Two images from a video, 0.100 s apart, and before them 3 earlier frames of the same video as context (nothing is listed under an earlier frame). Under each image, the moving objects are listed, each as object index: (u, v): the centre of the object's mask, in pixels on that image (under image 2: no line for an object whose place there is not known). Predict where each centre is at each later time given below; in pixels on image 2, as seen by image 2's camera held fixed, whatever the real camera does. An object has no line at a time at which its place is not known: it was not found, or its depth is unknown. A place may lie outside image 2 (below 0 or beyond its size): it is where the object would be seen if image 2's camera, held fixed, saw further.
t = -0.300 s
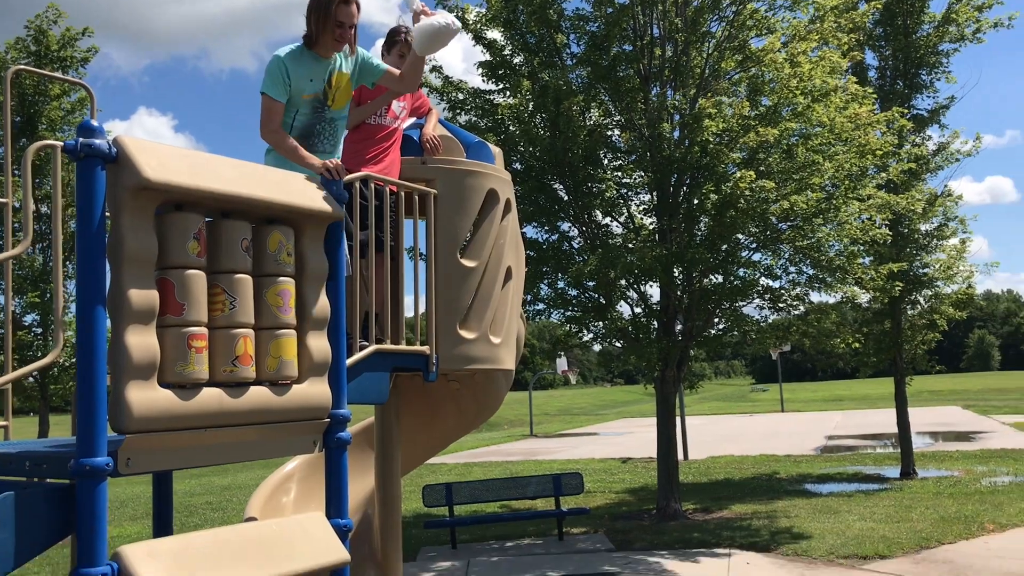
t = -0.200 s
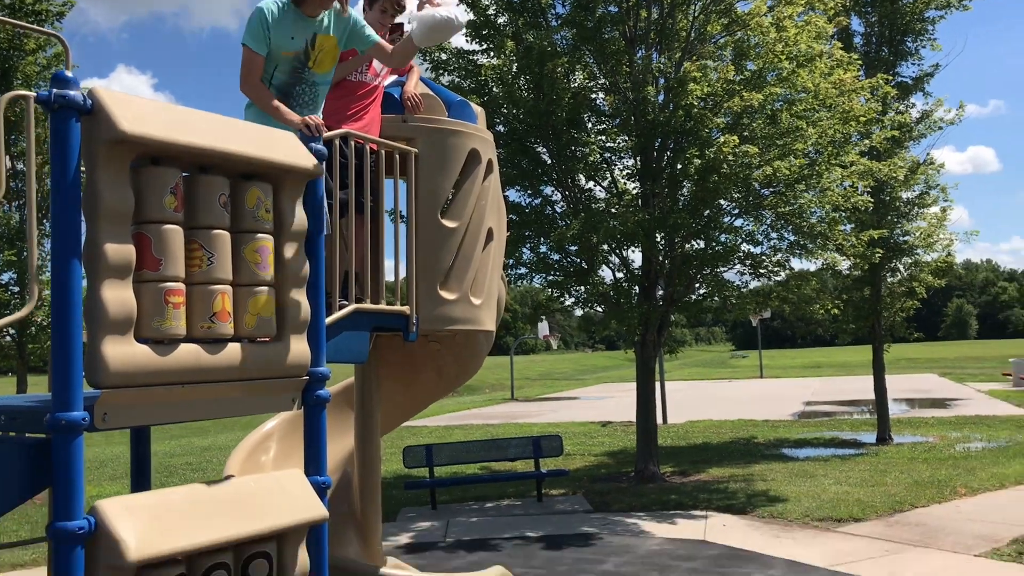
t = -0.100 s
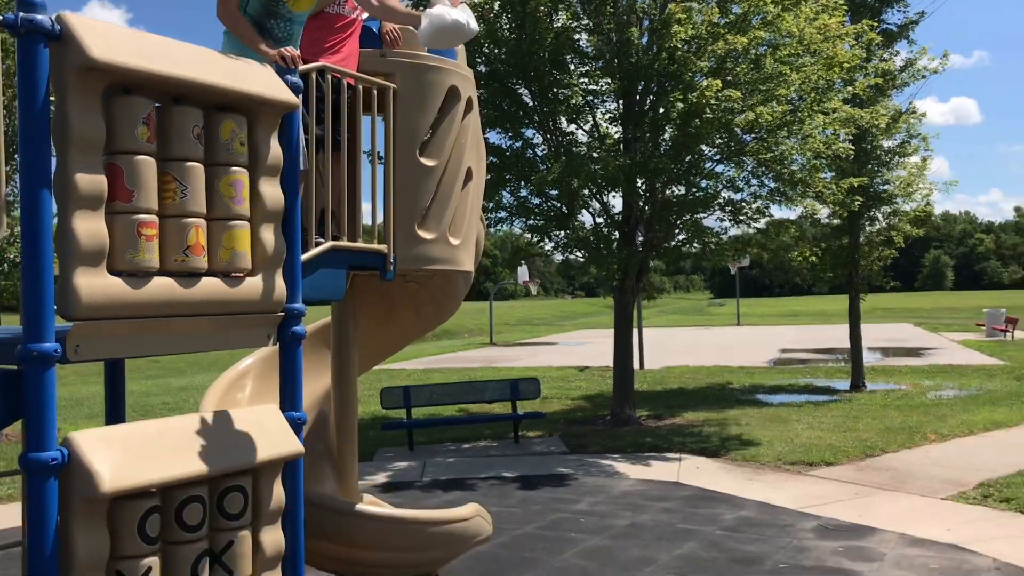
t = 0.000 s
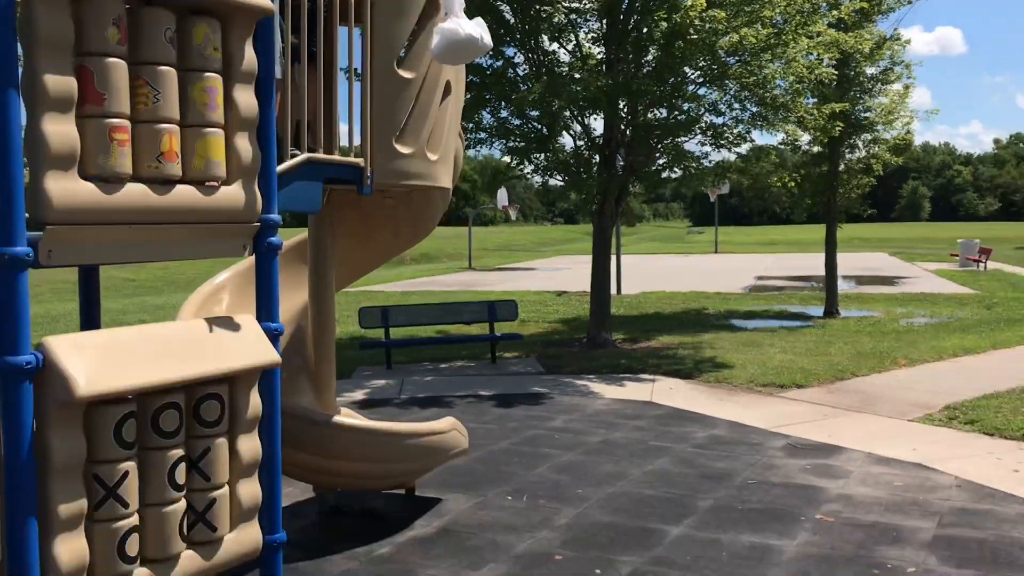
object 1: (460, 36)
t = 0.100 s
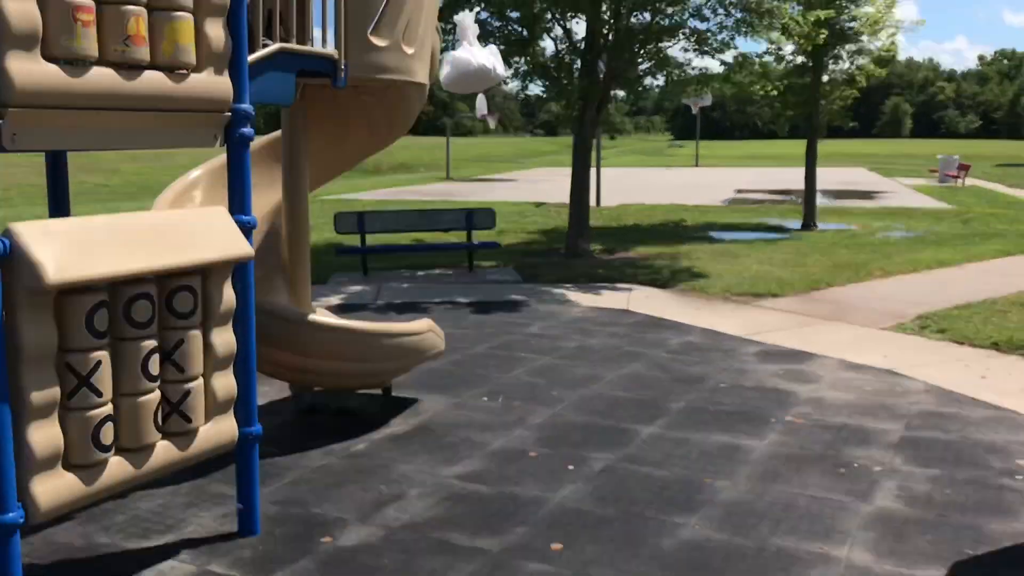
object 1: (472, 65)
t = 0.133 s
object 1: (481, 108)
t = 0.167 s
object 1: (492, 157)
